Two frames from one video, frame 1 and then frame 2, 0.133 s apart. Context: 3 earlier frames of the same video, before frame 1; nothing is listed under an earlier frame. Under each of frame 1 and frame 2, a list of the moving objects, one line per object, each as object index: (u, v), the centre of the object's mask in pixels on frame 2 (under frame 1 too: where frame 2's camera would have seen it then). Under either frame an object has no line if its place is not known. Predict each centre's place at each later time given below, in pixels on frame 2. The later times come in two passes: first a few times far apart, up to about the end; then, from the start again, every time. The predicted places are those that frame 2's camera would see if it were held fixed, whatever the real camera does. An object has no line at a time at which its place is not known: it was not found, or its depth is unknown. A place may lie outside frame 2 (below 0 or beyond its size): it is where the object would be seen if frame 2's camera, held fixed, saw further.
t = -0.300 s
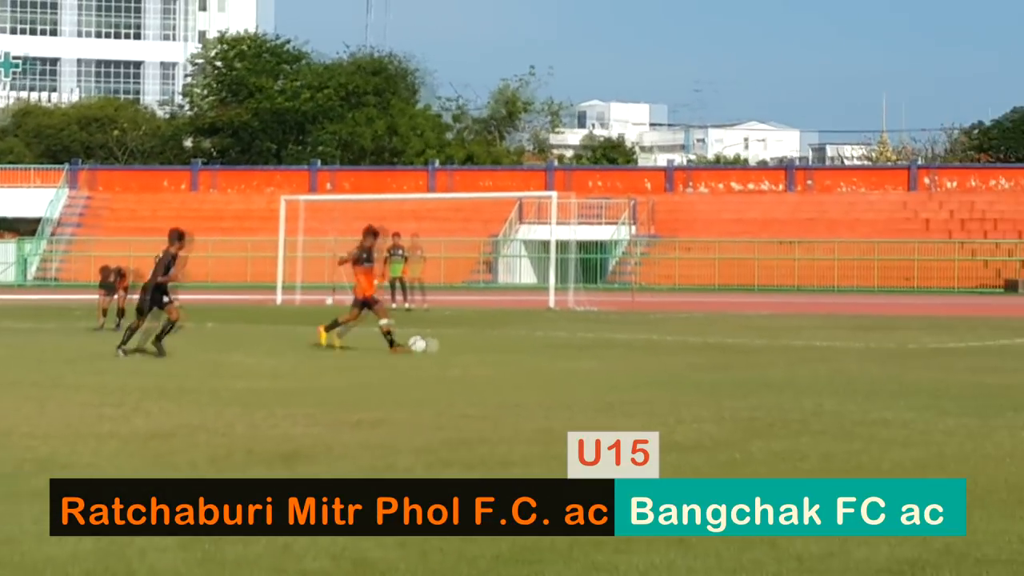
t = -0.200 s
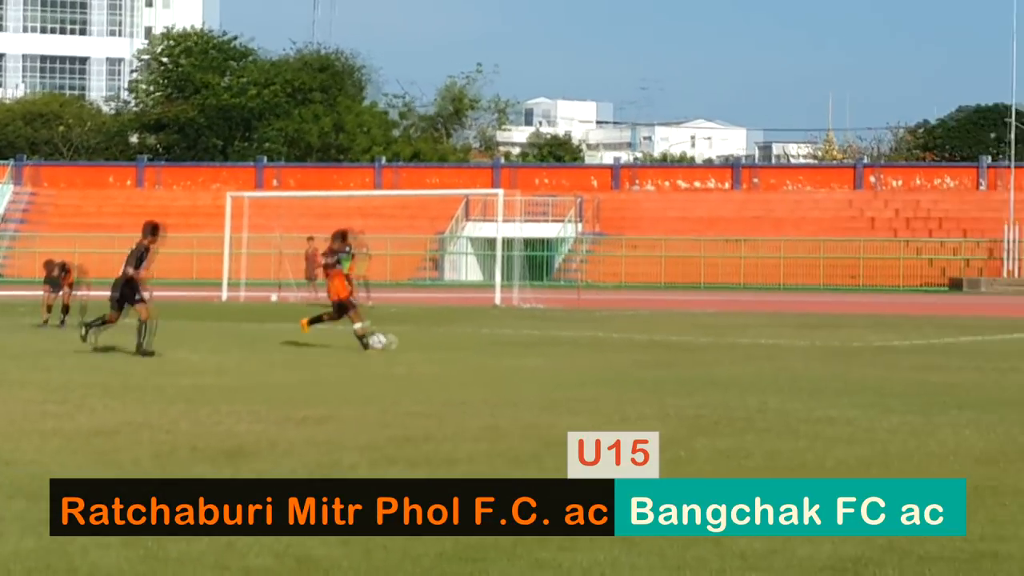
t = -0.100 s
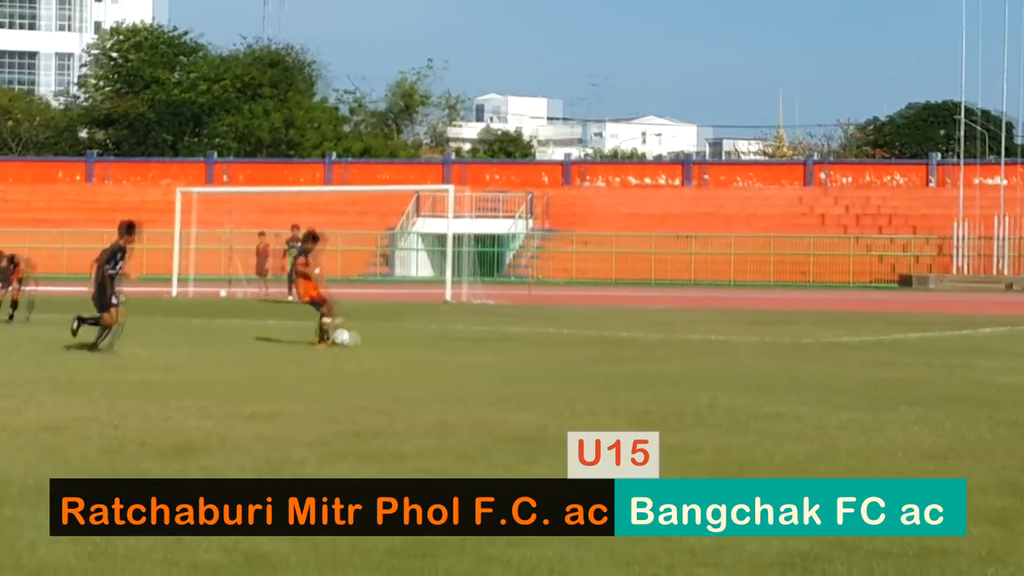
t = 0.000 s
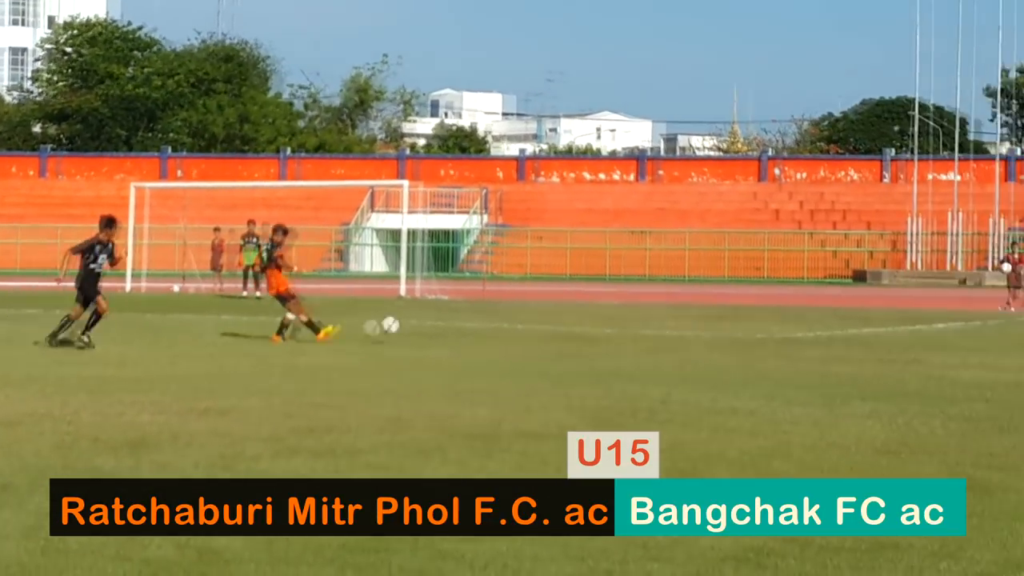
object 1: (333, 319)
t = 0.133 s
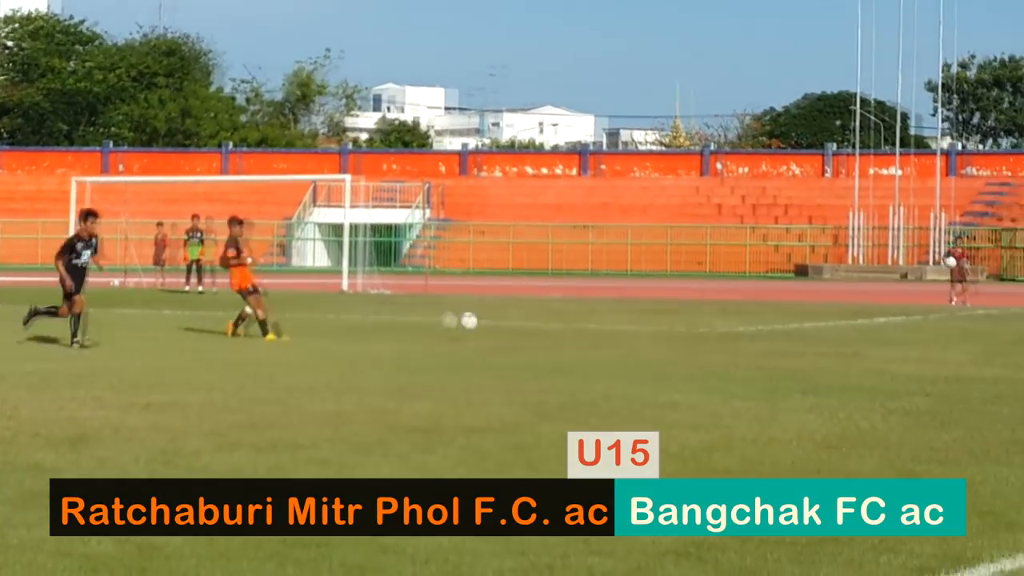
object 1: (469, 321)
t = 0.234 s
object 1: (571, 330)
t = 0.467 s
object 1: (766, 327)
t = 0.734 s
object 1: (966, 348)
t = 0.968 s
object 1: (1115, 353)
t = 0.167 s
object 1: (503, 323)
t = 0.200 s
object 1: (537, 326)
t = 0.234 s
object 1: (571, 330)
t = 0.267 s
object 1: (605, 335)
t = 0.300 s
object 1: (639, 340)
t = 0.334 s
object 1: (666, 337)
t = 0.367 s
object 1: (692, 333)
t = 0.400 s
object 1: (717, 330)
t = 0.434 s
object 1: (742, 329)
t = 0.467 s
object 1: (766, 327)
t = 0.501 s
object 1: (792, 328)
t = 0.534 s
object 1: (816, 329)
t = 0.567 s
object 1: (842, 331)
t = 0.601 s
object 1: (868, 334)
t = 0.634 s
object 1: (894, 338)
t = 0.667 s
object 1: (920, 344)
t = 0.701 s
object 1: (945, 348)
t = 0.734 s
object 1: (966, 348)
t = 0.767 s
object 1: (987, 346)
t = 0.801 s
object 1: (1009, 346)
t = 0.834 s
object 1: (1031, 347)
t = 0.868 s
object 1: (1052, 349)
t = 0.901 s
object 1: (1073, 352)
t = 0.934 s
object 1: (1095, 354)
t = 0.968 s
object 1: (1115, 353)
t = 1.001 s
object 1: (1135, 349)
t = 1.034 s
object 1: (1154, 346)
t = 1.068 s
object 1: (1174, 345)
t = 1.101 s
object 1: (1193, 344)
